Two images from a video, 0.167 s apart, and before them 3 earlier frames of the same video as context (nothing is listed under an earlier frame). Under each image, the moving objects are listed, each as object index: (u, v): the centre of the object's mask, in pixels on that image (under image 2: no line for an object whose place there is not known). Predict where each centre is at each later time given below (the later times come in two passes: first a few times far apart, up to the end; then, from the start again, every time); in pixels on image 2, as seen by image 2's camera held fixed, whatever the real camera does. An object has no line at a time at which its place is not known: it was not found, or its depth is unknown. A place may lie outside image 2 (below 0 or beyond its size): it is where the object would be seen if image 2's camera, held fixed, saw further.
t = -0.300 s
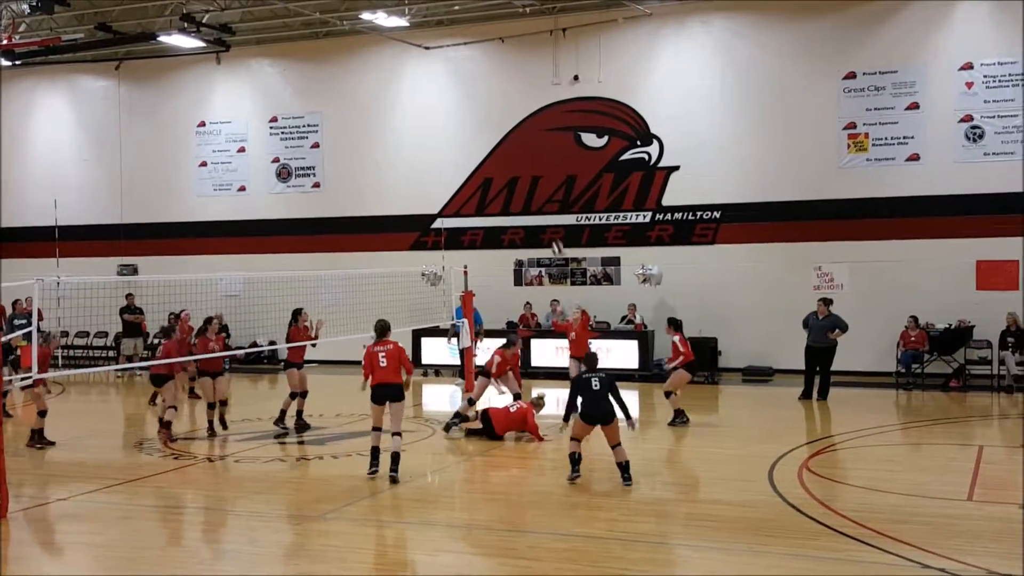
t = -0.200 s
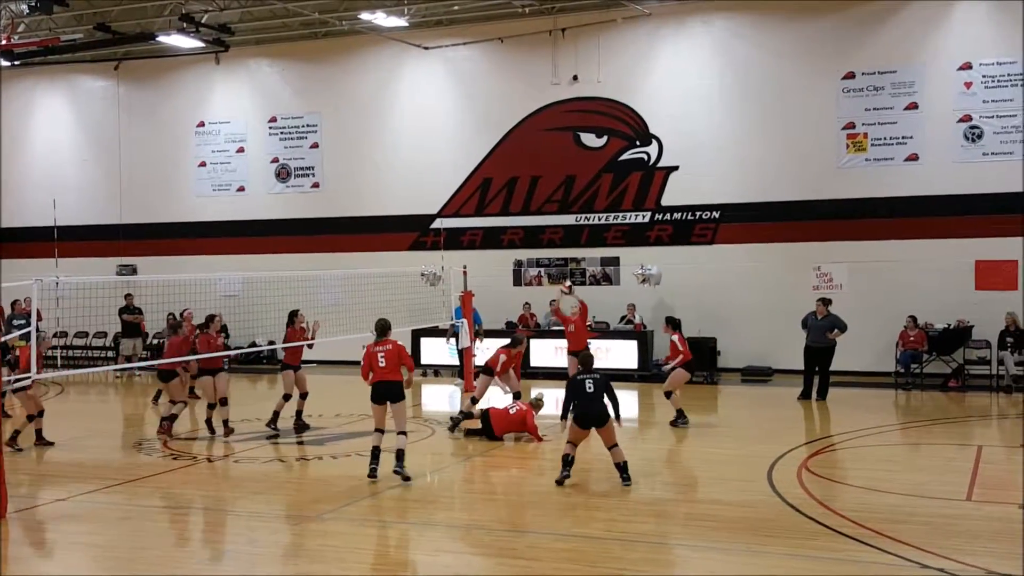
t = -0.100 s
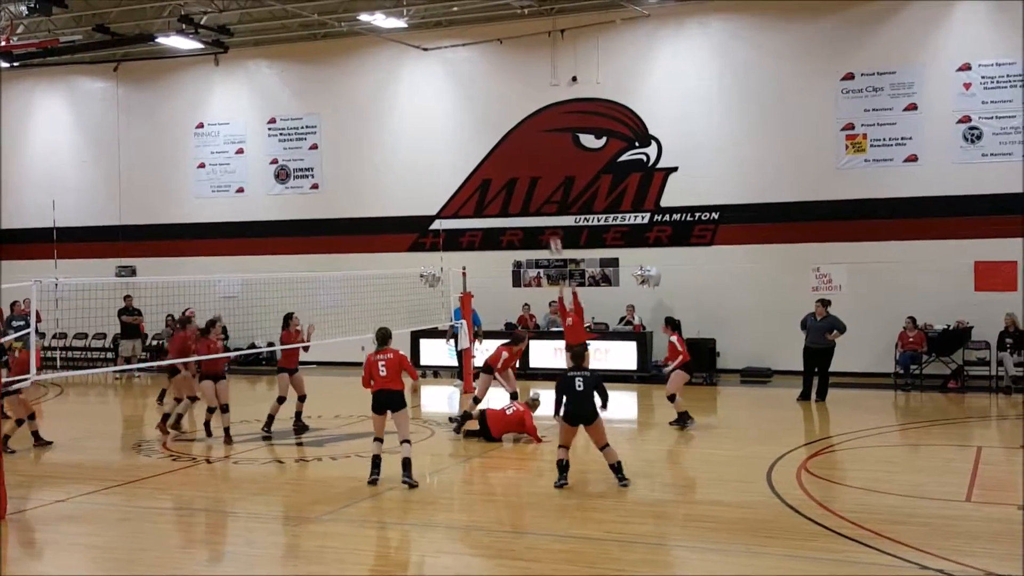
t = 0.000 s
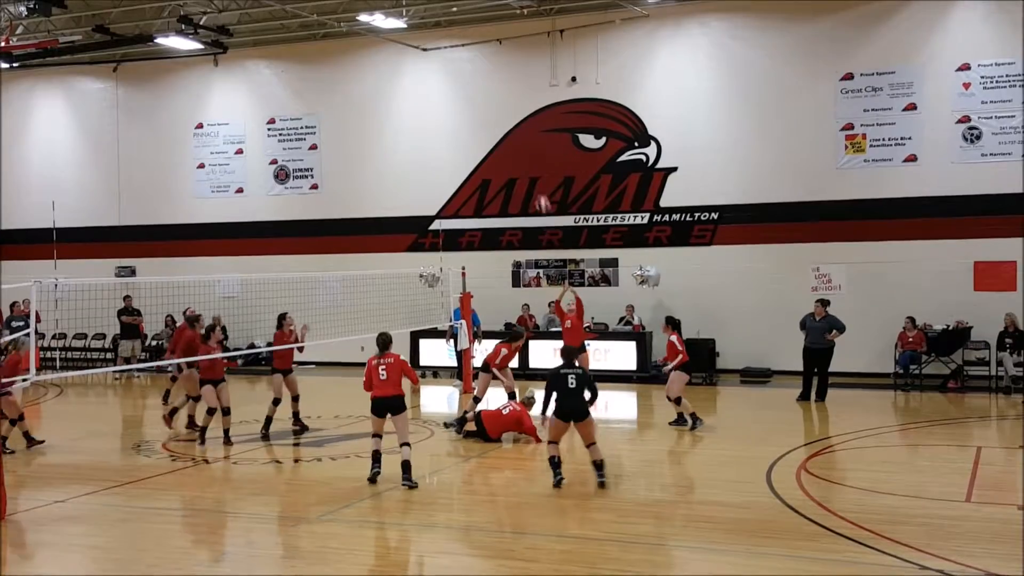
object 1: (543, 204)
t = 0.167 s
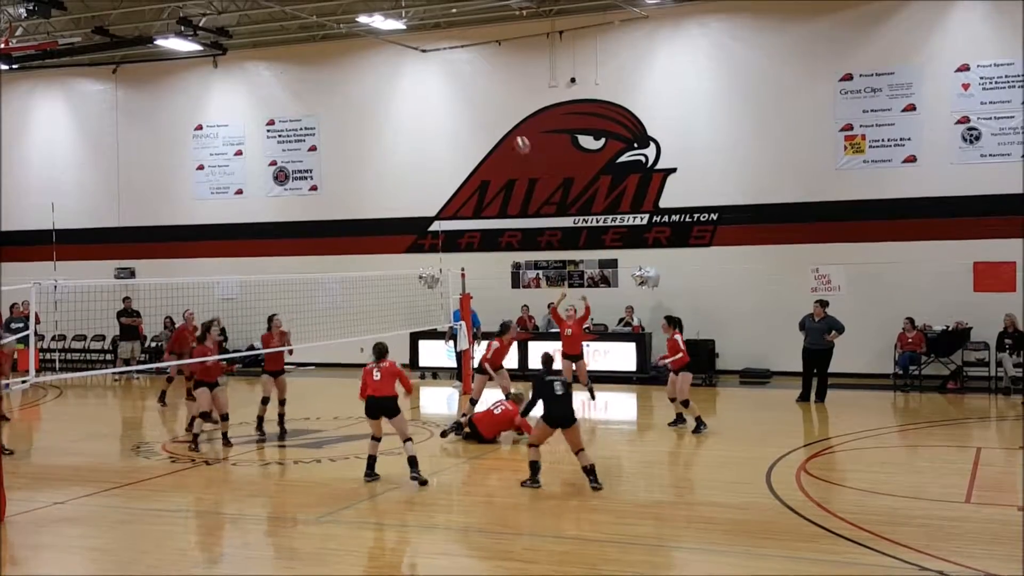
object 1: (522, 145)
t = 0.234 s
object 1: (514, 126)
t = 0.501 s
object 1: (479, 75)
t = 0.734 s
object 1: (449, 74)
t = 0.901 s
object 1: (425, 103)
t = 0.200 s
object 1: (518, 135)
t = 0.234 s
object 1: (514, 126)
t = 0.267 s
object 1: (511, 116)
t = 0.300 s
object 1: (506, 108)
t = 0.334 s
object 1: (502, 101)
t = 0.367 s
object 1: (498, 94)
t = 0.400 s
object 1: (493, 88)
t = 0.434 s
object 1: (489, 83)
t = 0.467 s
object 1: (484, 78)
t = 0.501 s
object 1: (479, 75)
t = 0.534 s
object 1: (475, 72)
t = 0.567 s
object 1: (471, 70)
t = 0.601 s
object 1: (467, 69)
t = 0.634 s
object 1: (462, 69)
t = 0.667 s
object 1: (457, 70)
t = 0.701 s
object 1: (453, 71)
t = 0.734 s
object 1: (449, 74)
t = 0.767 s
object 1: (444, 78)
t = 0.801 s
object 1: (440, 82)
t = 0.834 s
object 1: (435, 88)
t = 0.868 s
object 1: (430, 95)
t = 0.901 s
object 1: (425, 103)
